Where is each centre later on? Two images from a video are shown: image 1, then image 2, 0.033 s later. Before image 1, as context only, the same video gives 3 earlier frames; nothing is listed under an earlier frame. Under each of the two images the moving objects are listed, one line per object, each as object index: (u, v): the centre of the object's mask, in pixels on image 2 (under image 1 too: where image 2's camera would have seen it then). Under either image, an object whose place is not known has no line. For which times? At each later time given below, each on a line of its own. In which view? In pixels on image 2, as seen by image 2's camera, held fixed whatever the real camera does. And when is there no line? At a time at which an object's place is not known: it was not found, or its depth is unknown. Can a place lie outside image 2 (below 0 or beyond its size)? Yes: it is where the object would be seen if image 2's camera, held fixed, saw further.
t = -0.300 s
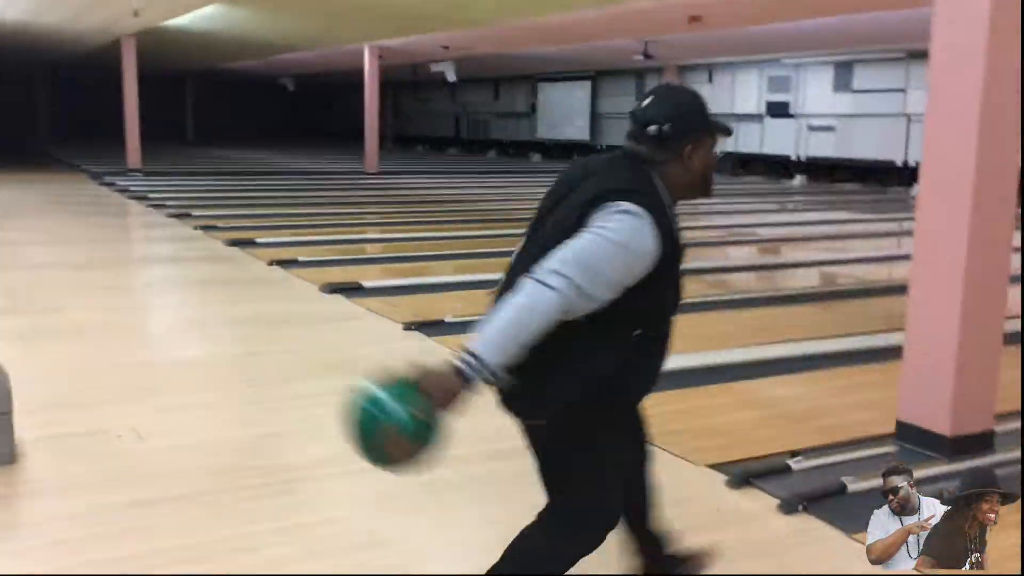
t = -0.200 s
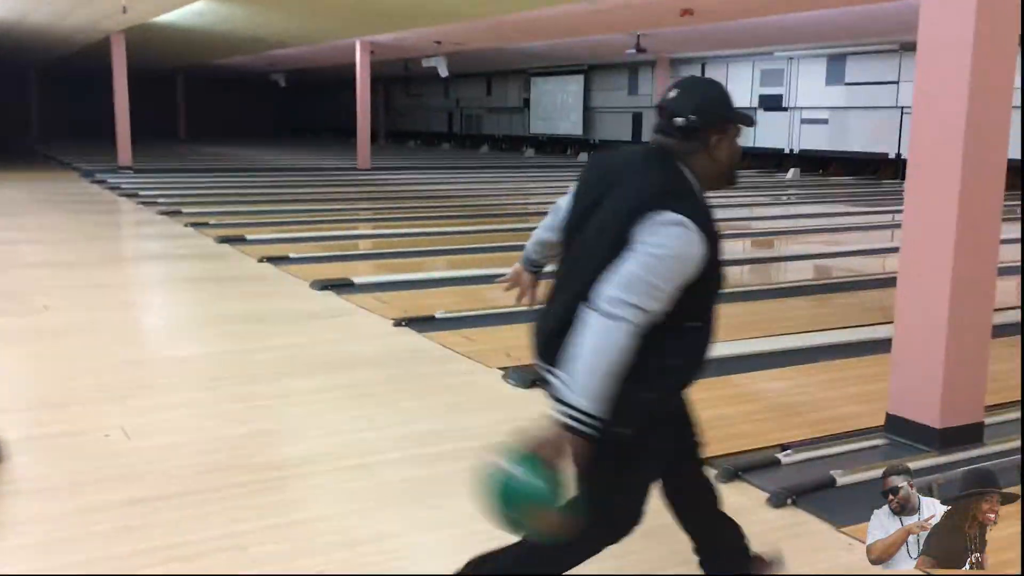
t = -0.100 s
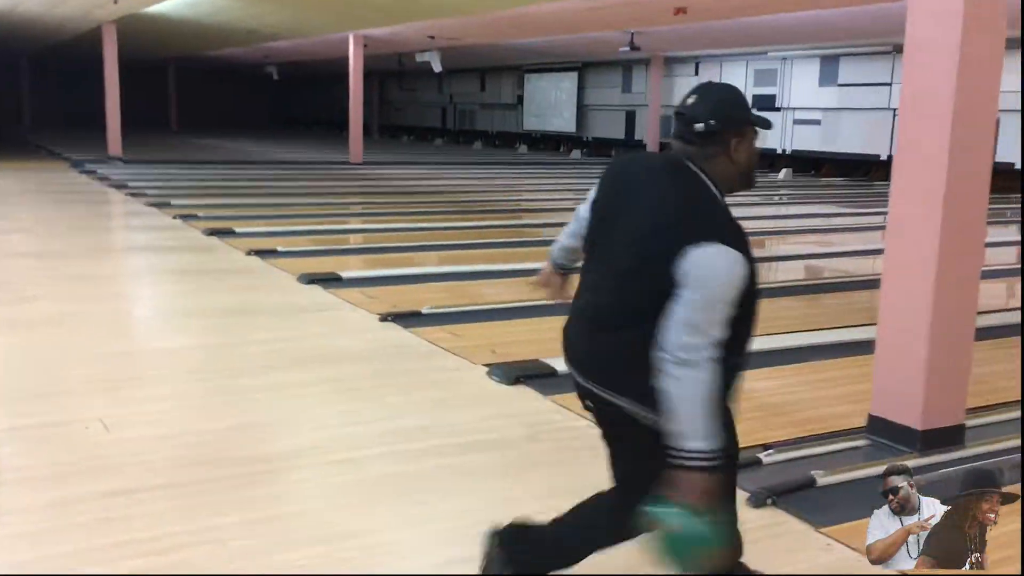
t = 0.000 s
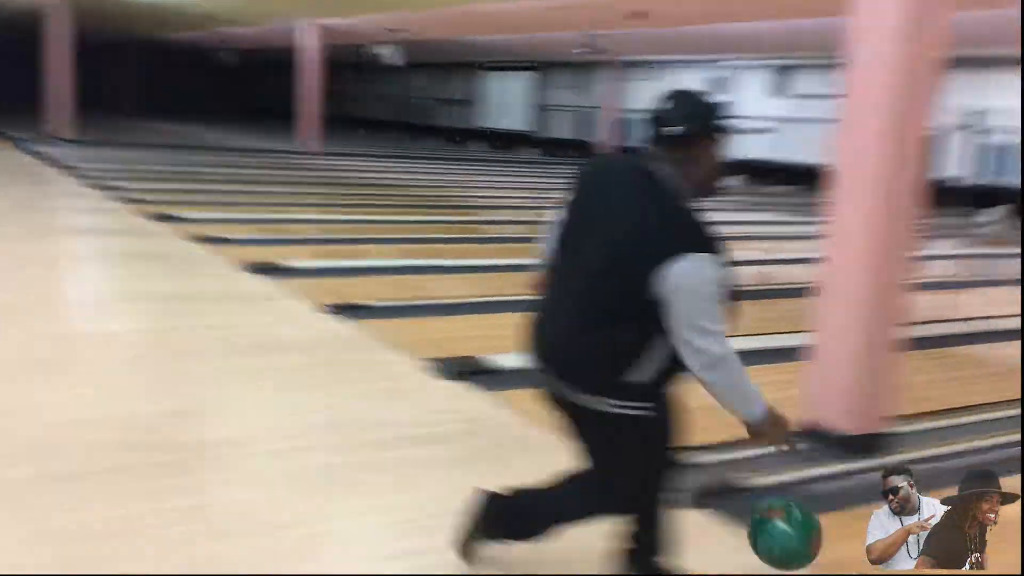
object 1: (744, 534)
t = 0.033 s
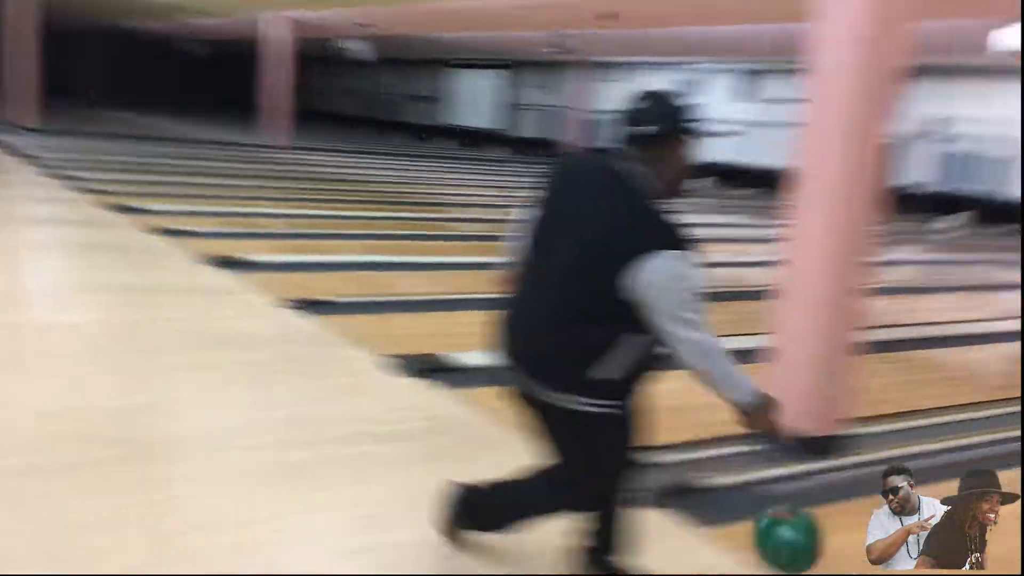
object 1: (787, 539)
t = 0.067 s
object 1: (829, 546)
